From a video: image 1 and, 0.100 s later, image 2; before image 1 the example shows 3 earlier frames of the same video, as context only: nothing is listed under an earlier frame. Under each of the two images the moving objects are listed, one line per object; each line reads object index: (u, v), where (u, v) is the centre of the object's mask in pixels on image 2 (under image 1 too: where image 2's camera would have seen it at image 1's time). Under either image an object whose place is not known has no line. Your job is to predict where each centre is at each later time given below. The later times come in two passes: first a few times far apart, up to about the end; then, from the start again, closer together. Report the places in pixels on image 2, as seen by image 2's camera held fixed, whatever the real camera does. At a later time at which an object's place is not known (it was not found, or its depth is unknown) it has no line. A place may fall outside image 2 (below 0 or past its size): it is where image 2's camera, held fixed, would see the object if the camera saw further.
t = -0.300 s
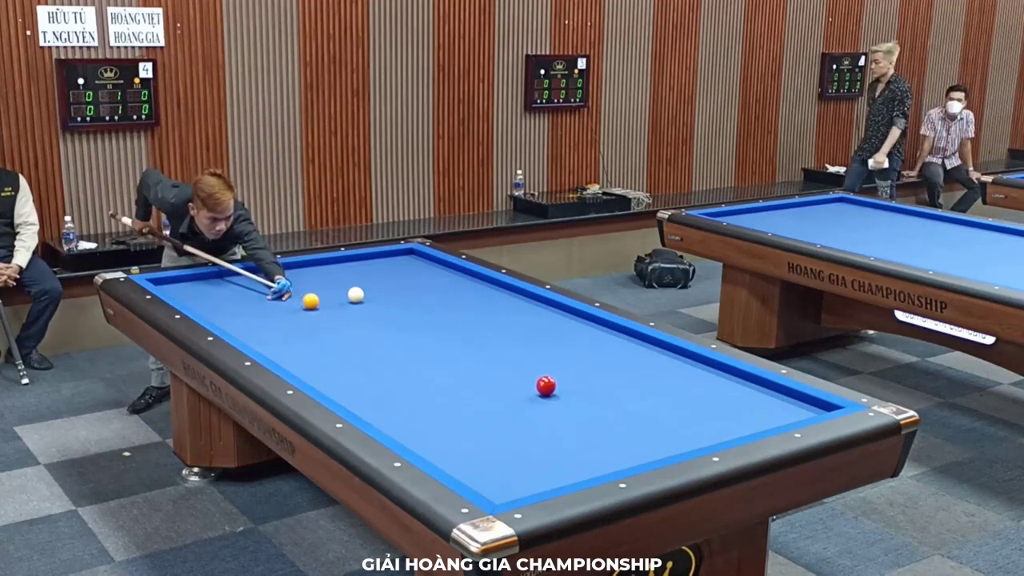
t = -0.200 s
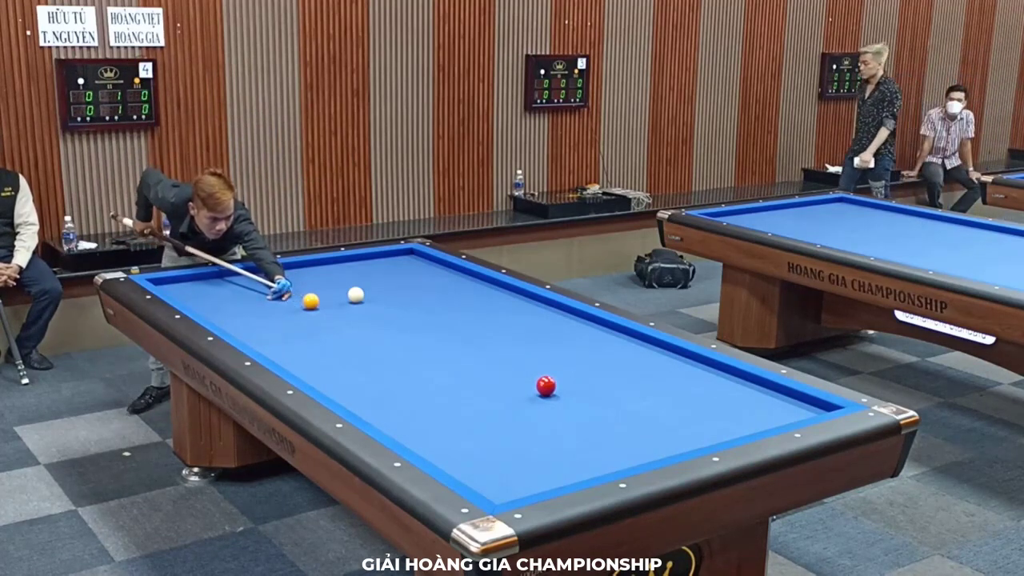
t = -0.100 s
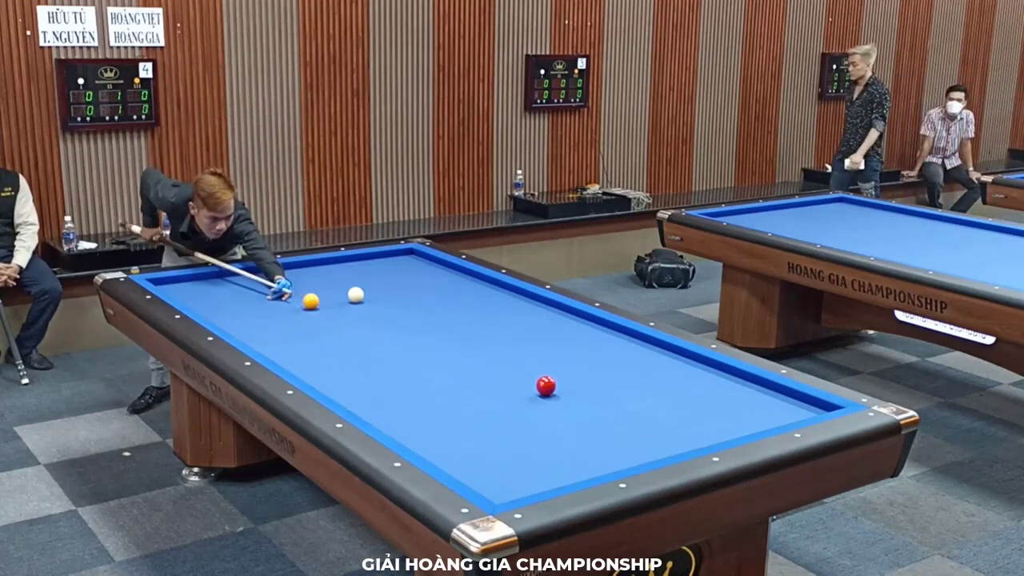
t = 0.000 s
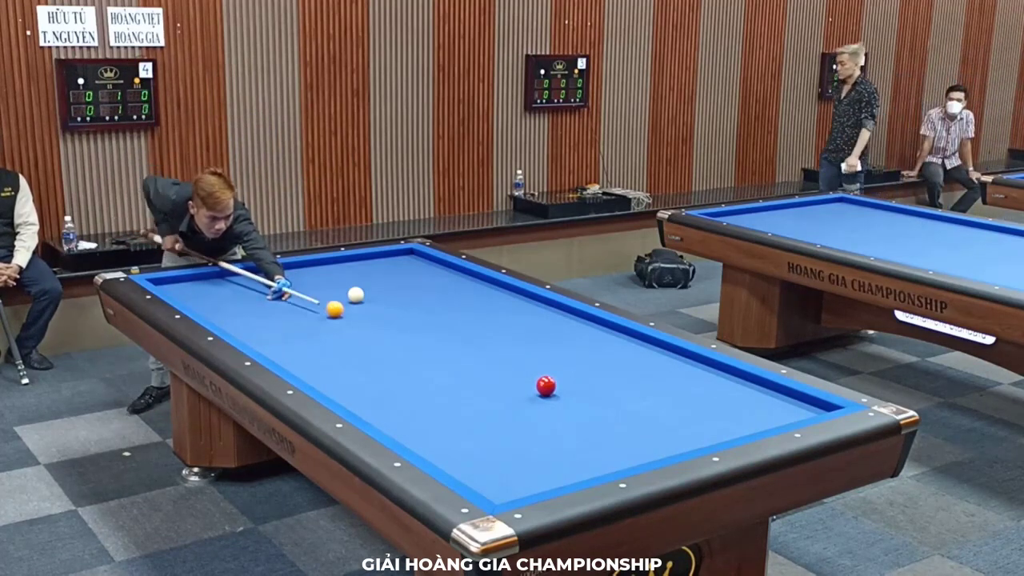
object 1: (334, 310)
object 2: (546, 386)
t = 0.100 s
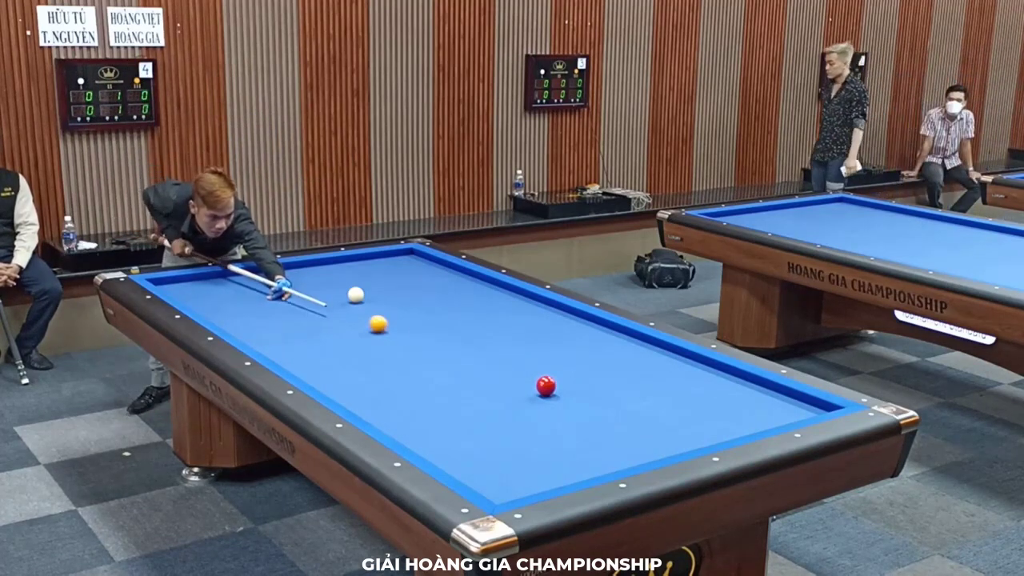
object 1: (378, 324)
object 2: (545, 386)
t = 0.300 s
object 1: (468, 355)
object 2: (546, 386)
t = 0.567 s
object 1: (588, 379)
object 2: (567, 412)
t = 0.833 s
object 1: (697, 386)
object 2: (612, 463)
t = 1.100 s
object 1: (798, 401)
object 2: (540, 447)
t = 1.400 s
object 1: (744, 410)
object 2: (472, 432)
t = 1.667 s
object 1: (674, 406)
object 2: (416, 419)
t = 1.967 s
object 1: (599, 401)
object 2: (358, 405)
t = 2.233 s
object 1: (533, 398)
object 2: (338, 390)
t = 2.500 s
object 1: (470, 395)
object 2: (329, 376)
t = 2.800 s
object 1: (400, 391)
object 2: (320, 361)
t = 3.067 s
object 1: (340, 388)
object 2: (313, 349)
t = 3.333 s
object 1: (324, 376)
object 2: (306, 338)
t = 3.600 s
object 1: (329, 362)
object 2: (300, 328)
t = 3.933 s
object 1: (335, 345)
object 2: (293, 316)
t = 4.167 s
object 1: (338, 335)
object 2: (289, 309)
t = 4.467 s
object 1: (342, 323)
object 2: (284, 300)
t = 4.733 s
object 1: (346, 314)
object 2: (280, 293)
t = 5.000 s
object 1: (349, 305)
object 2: (276, 286)
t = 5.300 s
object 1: (349, 298)
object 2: (272, 279)
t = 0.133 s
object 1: (392, 329)
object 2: (545, 386)
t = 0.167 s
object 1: (407, 334)
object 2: (545, 386)
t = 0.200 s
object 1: (421, 339)
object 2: (545, 386)
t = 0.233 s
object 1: (436, 344)
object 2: (545, 386)
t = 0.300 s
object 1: (468, 355)
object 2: (546, 386)
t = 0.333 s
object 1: (484, 360)
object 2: (545, 386)
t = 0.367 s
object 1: (501, 366)
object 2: (545, 386)
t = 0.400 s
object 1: (518, 372)
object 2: (545, 386)
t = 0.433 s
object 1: (534, 376)
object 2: (546, 386)
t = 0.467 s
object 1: (550, 376)
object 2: (550, 391)
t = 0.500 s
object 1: (563, 378)
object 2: (555, 398)
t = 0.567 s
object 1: (588, 379)
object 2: (567, 412)
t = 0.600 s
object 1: (601, 379)
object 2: (572, 419)
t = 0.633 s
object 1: (614, 380)
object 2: (578, 426)
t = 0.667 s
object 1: (627, 380)
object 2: (584, 433)
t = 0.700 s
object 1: (641, 381)
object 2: (589, 439)
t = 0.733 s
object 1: (655, 382)
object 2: (595, 446)
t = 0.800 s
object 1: (683, 385)
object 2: (606, 460)
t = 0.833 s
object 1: (697, 386)
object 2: (612, 463)
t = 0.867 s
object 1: (712, 388)
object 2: (610, 465)
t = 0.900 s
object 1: (726, 389)
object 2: (598, 464)
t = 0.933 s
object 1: (741, 390)
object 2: (587, 461)
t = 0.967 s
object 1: (755, 391)
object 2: (577, 458)
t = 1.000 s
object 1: (770, 393)
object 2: (567, 455)
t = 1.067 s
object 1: (796, 396)
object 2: (548, 450)
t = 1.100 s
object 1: (798, 401)
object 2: (540, 447)
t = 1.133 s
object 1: (801, 406)
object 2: (531, 446)
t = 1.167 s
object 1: (804, 409)
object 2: (524, 444)
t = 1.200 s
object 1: (807, 412)
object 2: (516, 442)
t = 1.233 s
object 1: (798, 412)
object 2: (509, 440)
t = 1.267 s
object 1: (786, 413)
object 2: (501, 438)
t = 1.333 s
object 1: (764, 411)
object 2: (486, 435)
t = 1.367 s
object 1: (754, 410)
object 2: (479, 433)
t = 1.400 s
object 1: (744, 410)
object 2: (472, 432)
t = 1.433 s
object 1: (735, 409)
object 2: (465, 430)
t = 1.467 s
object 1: (726, 409)
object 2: (458, 428)
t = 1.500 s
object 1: (717, 408)
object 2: (451, 427)
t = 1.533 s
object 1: (708, 408)
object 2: (444, 425)
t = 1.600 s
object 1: (691, 407)
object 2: (430, 422)
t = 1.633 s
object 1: (683, 406)
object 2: (423, 421)
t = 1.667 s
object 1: (674, 406)
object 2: (416, 419)
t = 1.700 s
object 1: (666, 405)
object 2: (409, 417)
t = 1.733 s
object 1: (657, 405)
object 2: (403, 416)
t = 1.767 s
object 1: (649, 404)
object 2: (396, 414)
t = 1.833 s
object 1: (632, 403)
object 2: (383, 411)
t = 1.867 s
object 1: (624, 403)
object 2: (377, 410)
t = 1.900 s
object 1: (615, 402)
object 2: (371, 408)
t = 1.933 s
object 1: (607, 402)
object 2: (365, 407)
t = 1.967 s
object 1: (599, 401)
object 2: (358, 405)
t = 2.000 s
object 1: (590, 401)
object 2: (353, 402)
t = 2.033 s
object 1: (582, 400)
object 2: (347, 400)
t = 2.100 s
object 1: (565, 399)
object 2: (344, 397)
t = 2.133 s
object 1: (557, 399)
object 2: (342, 395)
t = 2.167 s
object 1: (549, 399)
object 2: (341, 394)
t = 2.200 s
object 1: (541, 398)
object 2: (340, 392)
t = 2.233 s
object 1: (533, 398)
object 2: (338, 390)
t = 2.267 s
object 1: (525, 397)
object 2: (337, 388)
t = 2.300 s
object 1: (517, 397)
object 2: (336, 387)
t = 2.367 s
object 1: (501, 396)
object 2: (334, 383)
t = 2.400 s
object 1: (493, 396)
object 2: (333, 381)
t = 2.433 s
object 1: (486, 395)
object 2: (332, 380)
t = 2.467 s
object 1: (477, 395)
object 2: (330, 378)
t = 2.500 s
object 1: (470, 395)
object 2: (329, 376)
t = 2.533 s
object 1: (462, 394)
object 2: (328, 374)
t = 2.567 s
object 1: (454, 393)
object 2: (327, 372)
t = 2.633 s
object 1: (439, 393)
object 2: (325, 369)
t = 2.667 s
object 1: (431, 392)
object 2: (324, 368)
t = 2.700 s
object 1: (423, 392)
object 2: (323, 366)
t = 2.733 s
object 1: (415, 392)
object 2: (322, 364)
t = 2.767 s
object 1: (408, 391)
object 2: (321, 363)
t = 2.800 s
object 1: (400, 391)
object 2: (320, 361)
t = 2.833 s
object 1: (393, 390)
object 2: (319, 359)
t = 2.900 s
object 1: (377, 390)
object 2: (317, 356)
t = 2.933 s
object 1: (370, 389)
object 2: (316, 355)
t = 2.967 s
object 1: (362, 389)
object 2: (315, 353)
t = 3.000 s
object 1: (355, 389)
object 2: (314, 352)
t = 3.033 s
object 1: (347, 388)
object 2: (314, 351)
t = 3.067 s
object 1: (340, 388)
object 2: (313, 349)
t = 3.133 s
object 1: (326, 386)
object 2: (311, 346)
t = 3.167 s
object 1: (320, 384)
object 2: (310, 345)
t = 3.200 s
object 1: (321, 383)
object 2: (309, 343)
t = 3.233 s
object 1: (322, 381)
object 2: (308, 342)
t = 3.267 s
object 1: (323, 379)
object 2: (308, 341)
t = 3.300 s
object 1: (324, 378)
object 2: (307, 339)
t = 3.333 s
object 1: (324, 376)
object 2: (306, 338)
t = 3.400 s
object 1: (326, 372)
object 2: (304, 335)
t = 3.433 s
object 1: (326, 370)
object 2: (304, 334)
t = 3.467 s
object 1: (327, 369)
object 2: (303, 333)
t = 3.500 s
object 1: (327, 367)
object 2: (302, 331)
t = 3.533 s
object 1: (328, 365)
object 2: (301, 330)
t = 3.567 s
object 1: (329, 363)
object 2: (300, 329)
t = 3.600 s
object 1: (329, 362)
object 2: (300, 328)
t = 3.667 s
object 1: (330, 358)
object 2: (298, 325)
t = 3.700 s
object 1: (331, 357)
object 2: (298, 324)
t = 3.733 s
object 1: (331, 355)
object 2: (297, 323)
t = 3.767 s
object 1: (332, 353)
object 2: (296, 322)
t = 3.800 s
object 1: (333, 352)
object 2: (296, 321)
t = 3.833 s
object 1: (333, 350)
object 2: (295, 320)
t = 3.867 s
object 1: (334, 348)
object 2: (294, 318)
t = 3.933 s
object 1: (335, 345)
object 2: (293, 316)
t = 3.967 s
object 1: (335, 344)
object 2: (293, 315)
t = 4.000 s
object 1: (336, 342)
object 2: (292, 314)
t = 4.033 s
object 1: (336, 341)
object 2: (291, 313)
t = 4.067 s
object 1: (336, 339)
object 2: (291, 312)
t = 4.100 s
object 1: (337, 338)
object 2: (290, 311)
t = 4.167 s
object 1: (338, 335)
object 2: (289, 309)
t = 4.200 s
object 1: (339, 334)
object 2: (288, 308)
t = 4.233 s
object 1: (339, 333)
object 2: (288, 307)
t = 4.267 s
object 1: (340, 331)
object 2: (287, 306)
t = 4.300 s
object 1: (340, 330)
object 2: (287, 305)
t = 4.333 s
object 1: (341, 328)
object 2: (286, 304)
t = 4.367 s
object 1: (341, 327)
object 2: (286, 303)
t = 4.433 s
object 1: (342, 324)
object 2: (284, 301)
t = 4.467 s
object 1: (342, 323)
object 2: (284, 300)
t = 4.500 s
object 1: (343, 322)
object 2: (283, 299)
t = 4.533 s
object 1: (343, 321)
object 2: (283, 298)
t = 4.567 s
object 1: (344, 319)
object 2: (282, 297)
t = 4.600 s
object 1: (344, 318)
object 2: (282, 296)
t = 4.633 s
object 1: (345, 317)
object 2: (281, 295)
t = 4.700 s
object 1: (345, 315)
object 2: (280, 293)
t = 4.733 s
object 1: (346, 314)
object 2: (280, 293)
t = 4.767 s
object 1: (346, 313)
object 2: (279, 292)
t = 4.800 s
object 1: (346, 311)
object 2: (279, 291)
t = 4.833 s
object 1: (347, 310)
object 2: (278, 290)
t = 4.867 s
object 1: (347, 309)
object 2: (278, 289)
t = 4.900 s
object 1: (348, 308)
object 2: (277, 288)
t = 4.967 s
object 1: (349, 306)
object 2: (276, 287)
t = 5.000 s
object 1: (349, 305)
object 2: (276, 286)
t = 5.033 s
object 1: (349, 304)
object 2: (276, 285)
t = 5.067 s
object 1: (349, 303)
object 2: (275, 284)
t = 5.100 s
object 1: (350, 301)
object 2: (275, 284)
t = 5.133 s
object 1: (350, 300)
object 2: (274, 283)
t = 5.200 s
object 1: (350, 299)
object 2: (273, 281)
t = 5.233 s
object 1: (350, 299)
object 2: (273, 280)
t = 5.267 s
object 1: (349, 299)
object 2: (272, 280)
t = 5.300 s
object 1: (349, 298)
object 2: (272, 279)
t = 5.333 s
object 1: (349, 298)
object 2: (272, 278)
